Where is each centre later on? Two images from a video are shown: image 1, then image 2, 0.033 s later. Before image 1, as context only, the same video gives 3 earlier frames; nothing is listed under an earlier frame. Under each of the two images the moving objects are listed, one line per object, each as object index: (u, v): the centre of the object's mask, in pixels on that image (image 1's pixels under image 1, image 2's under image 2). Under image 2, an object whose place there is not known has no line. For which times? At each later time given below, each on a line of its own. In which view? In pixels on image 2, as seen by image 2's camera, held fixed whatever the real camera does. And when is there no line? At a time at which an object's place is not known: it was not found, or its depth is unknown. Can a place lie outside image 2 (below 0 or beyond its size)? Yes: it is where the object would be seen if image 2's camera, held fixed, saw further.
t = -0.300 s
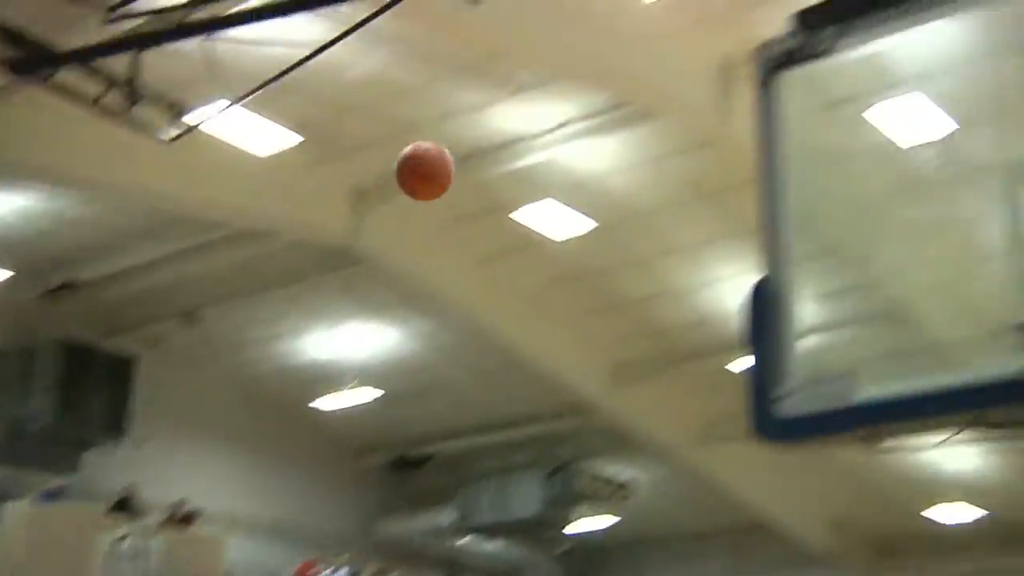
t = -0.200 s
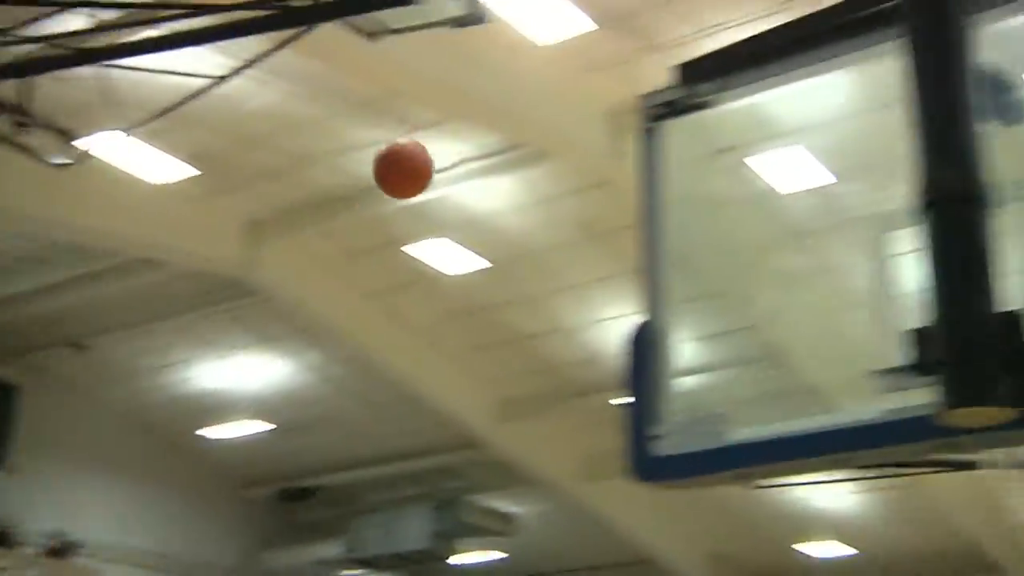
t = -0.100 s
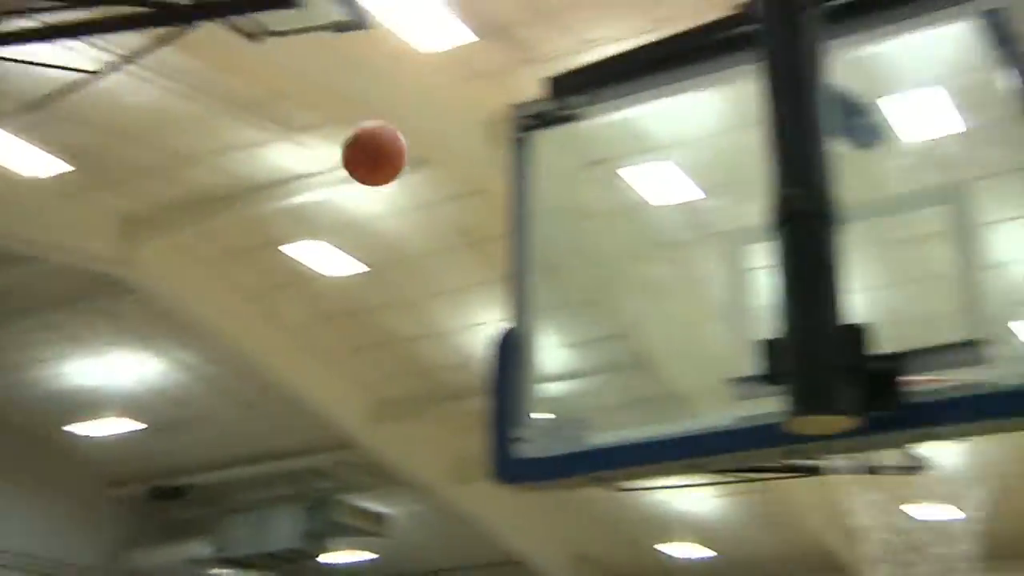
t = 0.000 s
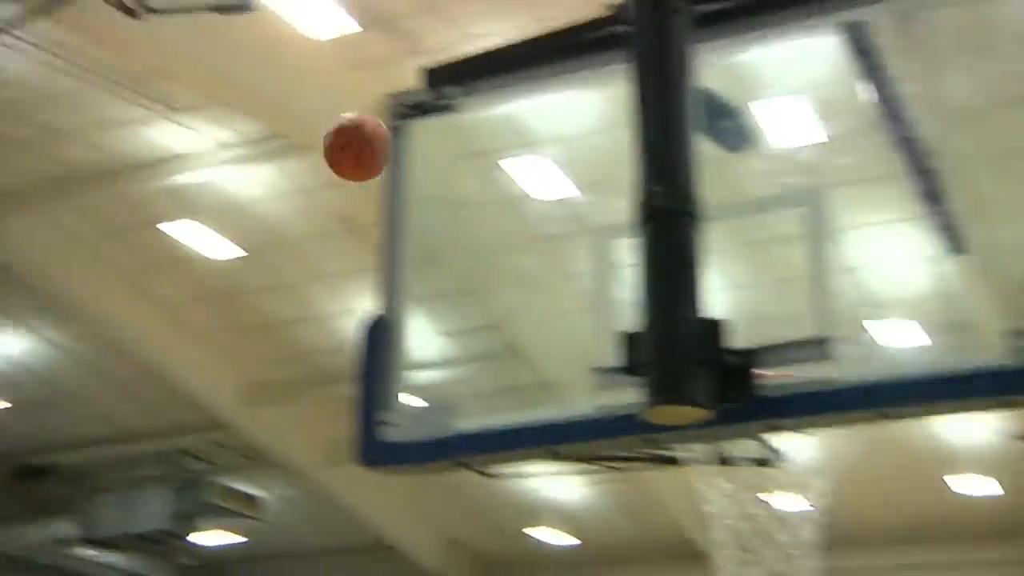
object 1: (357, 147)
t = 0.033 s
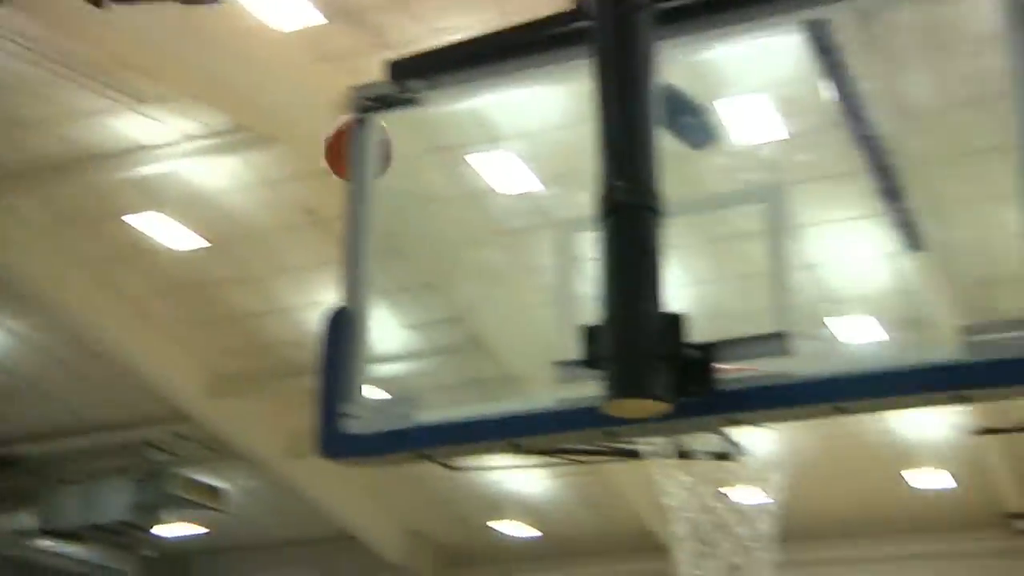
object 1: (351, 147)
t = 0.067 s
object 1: (406, 163)
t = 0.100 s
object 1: (444, 179)
